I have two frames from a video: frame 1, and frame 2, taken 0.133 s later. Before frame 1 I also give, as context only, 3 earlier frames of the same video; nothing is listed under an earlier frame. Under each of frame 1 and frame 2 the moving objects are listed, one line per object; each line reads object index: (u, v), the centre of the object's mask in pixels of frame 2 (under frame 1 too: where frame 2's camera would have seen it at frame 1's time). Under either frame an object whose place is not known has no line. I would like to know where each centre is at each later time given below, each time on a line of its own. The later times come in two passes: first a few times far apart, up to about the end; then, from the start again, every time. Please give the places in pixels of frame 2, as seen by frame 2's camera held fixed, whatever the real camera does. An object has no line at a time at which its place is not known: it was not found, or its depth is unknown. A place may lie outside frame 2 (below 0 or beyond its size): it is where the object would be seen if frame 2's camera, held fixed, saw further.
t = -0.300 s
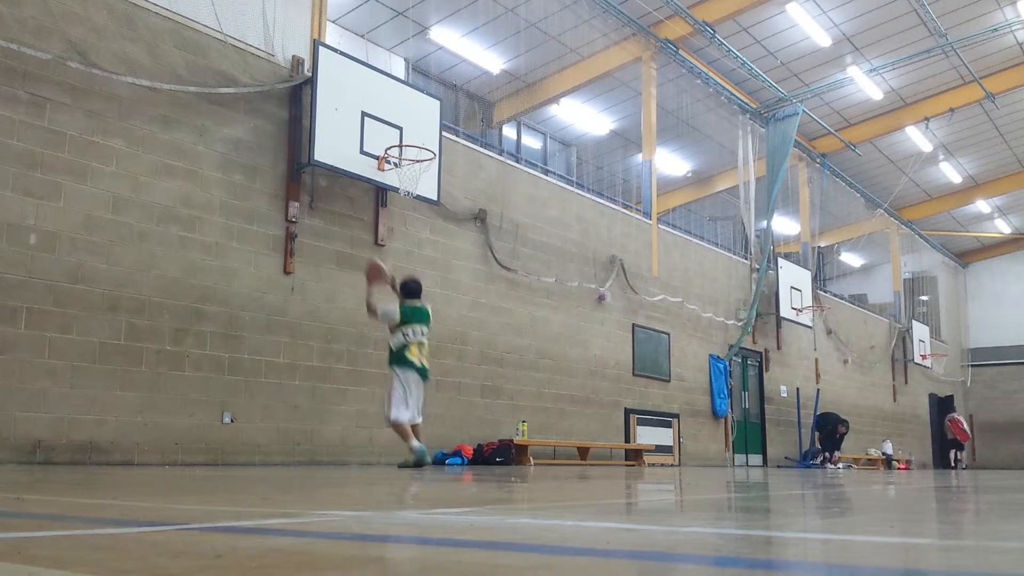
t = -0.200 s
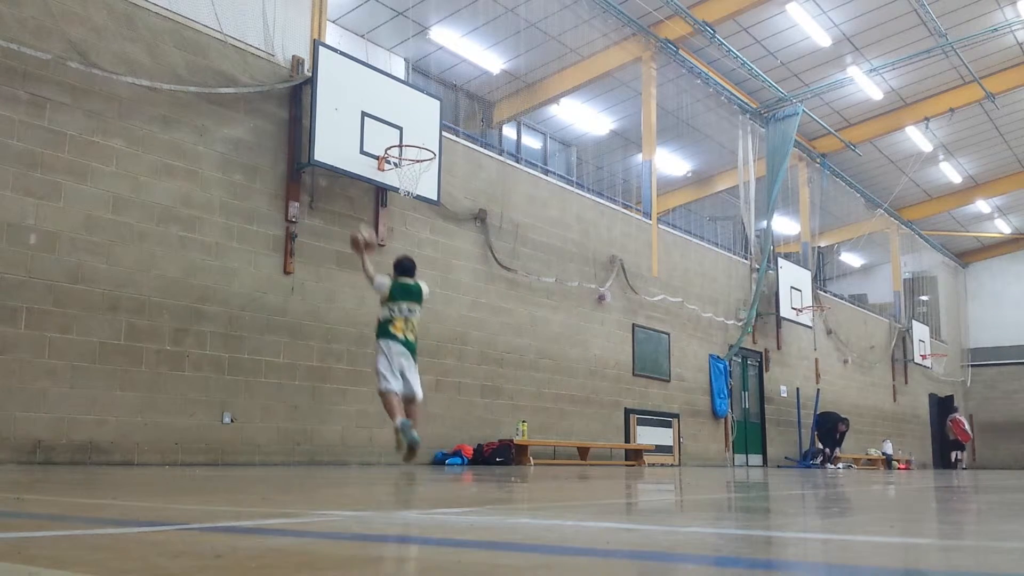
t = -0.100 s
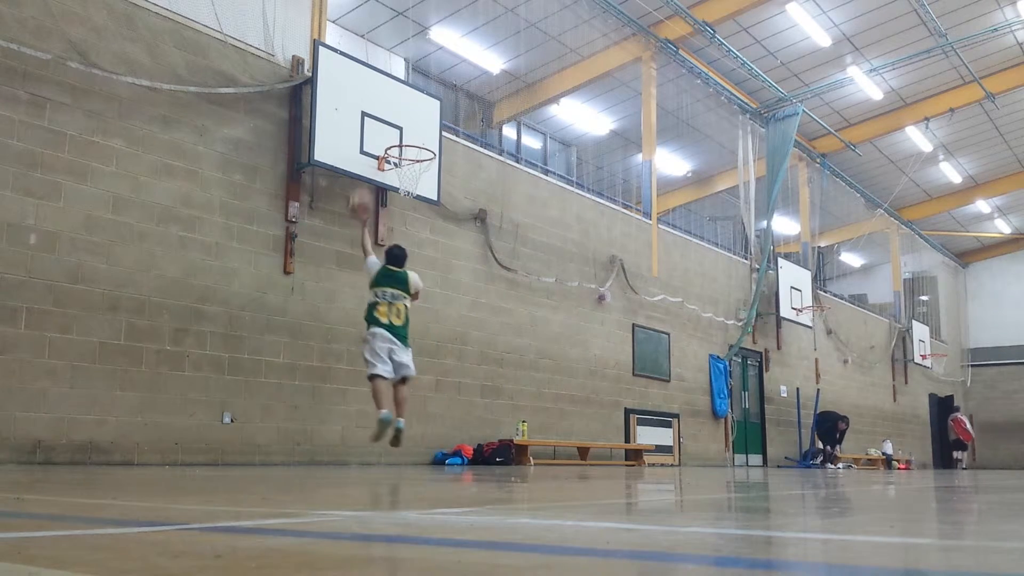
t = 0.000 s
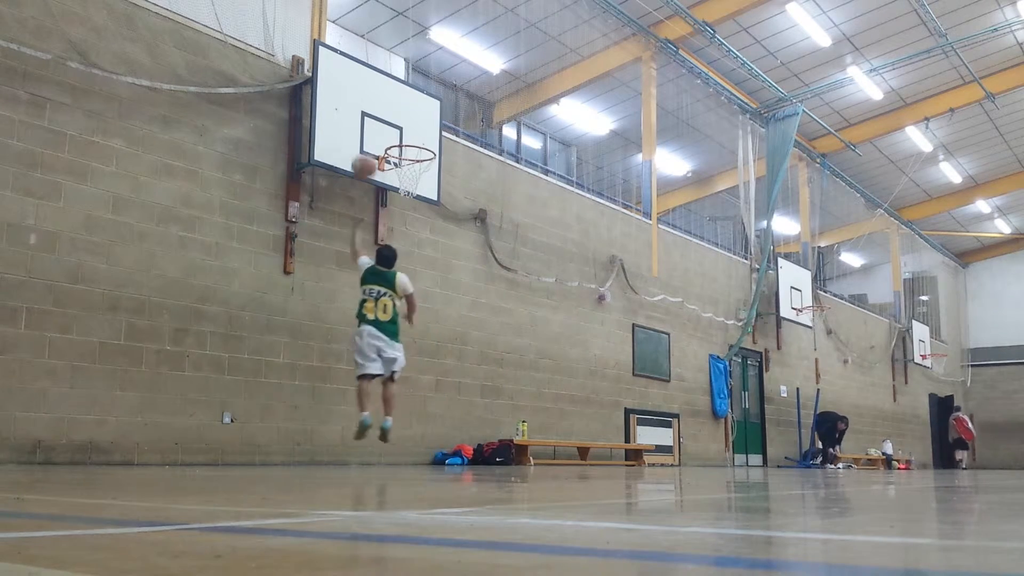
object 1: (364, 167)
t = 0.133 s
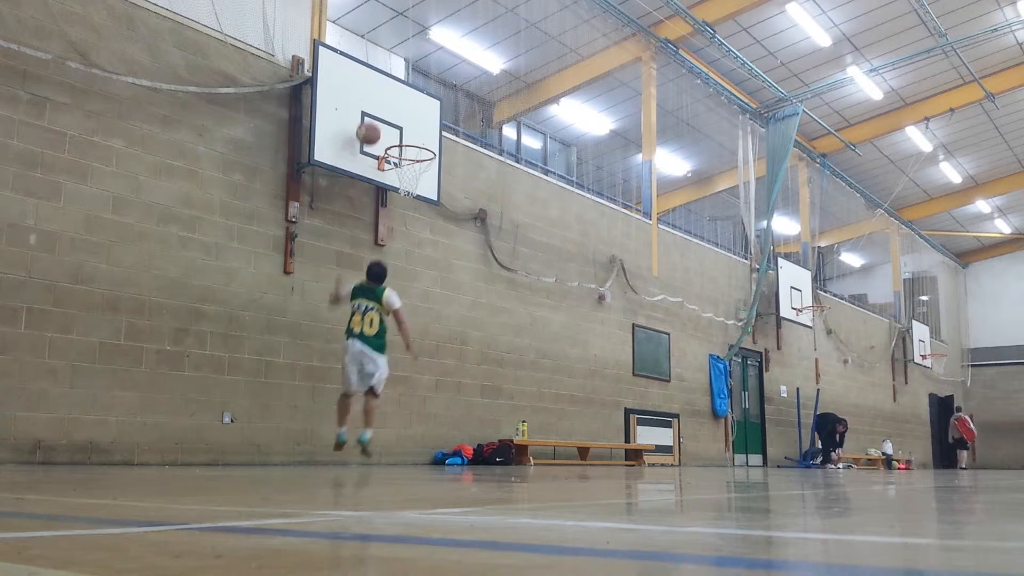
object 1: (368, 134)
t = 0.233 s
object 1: (371, 120)
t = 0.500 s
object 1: (396, 118)
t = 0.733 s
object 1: (414, 173)
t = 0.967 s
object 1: (422, 260)
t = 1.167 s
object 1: (427, 382)
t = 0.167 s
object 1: (369, 128)
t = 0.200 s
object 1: (369, 124)
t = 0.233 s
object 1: (371, 120)
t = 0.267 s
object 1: (374, 116)
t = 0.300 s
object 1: (378, 113)
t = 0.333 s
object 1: (381, 111)
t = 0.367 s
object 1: (384, 111)
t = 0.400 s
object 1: (387, 111)
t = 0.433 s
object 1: (390, 113)
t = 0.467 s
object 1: (393, 115)
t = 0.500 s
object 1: (396, 118)
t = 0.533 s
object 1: (398, 123)
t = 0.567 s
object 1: (401, 128)
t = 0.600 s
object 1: (404, 134)
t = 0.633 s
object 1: (407, 142)
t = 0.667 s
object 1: (409, 151)
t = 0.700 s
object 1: (412, 161)
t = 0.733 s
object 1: (414, 173)
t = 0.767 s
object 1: (415, 181)
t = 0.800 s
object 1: (417, 193)
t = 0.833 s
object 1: (418, 203)
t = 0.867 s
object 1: (420, 215)
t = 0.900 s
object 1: (419, 230)
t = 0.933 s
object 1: (421, 245)
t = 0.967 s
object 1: (422, 260)
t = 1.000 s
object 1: (423, 277)
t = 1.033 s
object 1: (424, 296)
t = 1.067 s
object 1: (424, 315)
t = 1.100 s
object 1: (425, 337)
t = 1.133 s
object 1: (426, 358)
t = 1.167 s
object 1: (427, 382)
